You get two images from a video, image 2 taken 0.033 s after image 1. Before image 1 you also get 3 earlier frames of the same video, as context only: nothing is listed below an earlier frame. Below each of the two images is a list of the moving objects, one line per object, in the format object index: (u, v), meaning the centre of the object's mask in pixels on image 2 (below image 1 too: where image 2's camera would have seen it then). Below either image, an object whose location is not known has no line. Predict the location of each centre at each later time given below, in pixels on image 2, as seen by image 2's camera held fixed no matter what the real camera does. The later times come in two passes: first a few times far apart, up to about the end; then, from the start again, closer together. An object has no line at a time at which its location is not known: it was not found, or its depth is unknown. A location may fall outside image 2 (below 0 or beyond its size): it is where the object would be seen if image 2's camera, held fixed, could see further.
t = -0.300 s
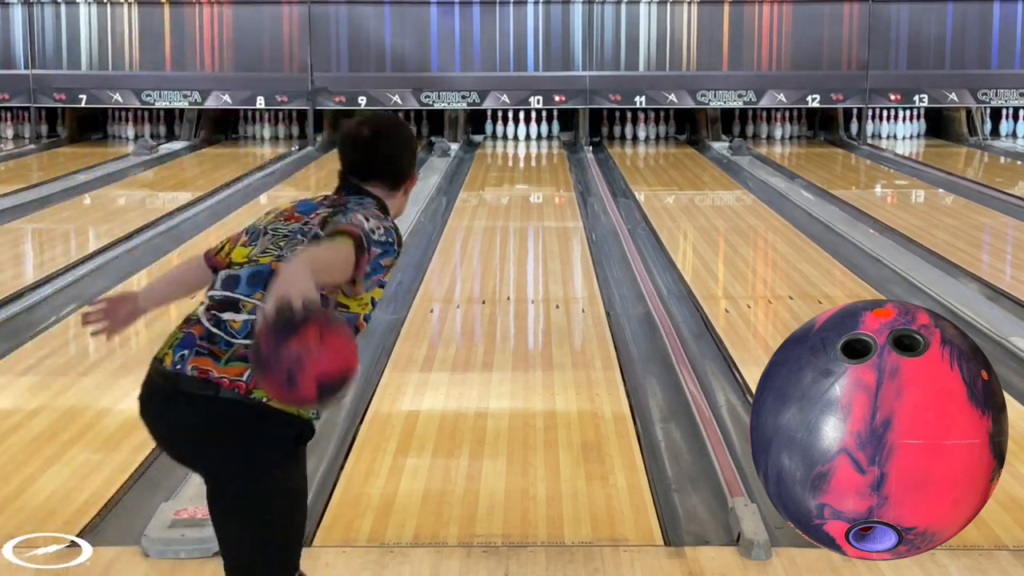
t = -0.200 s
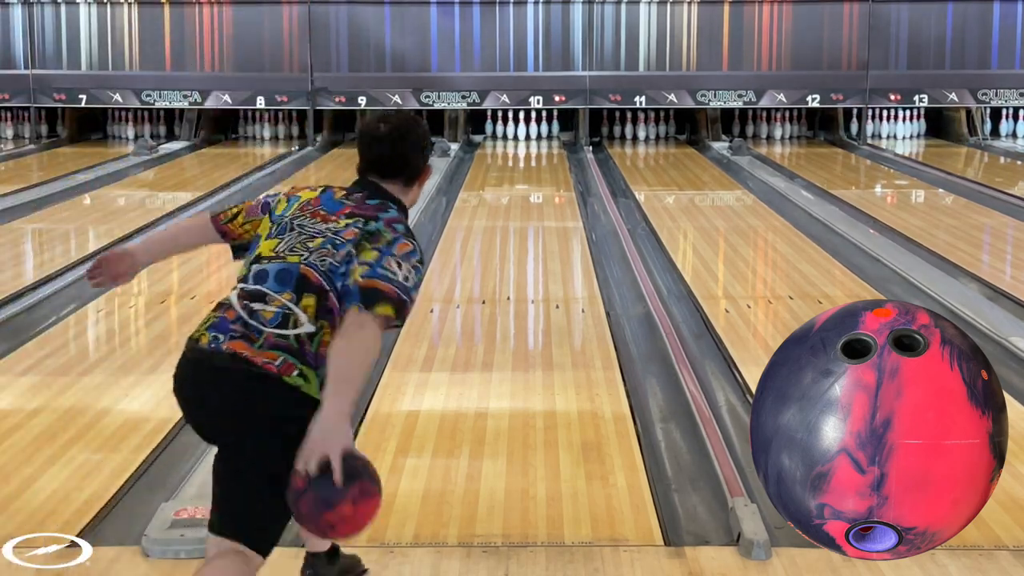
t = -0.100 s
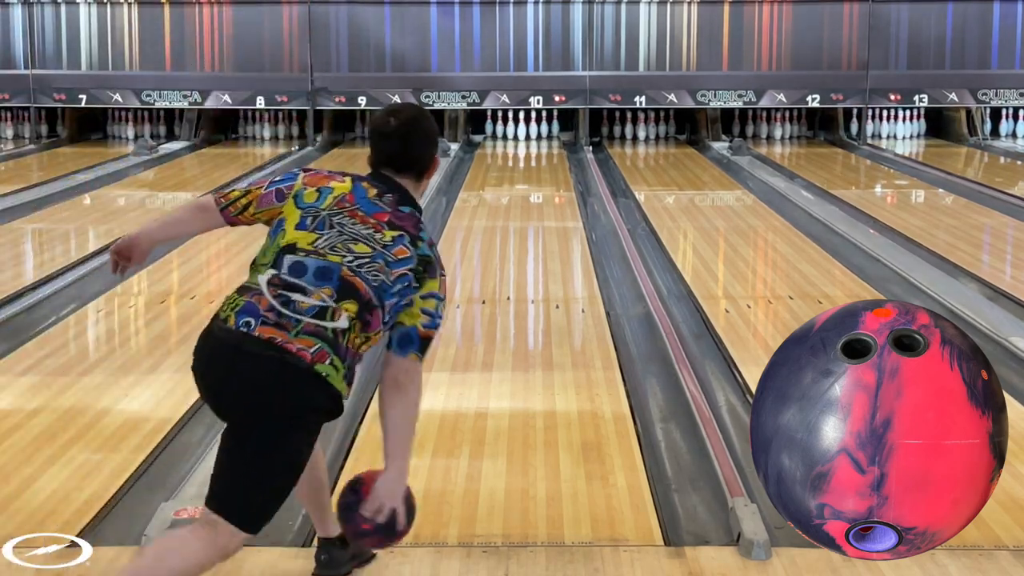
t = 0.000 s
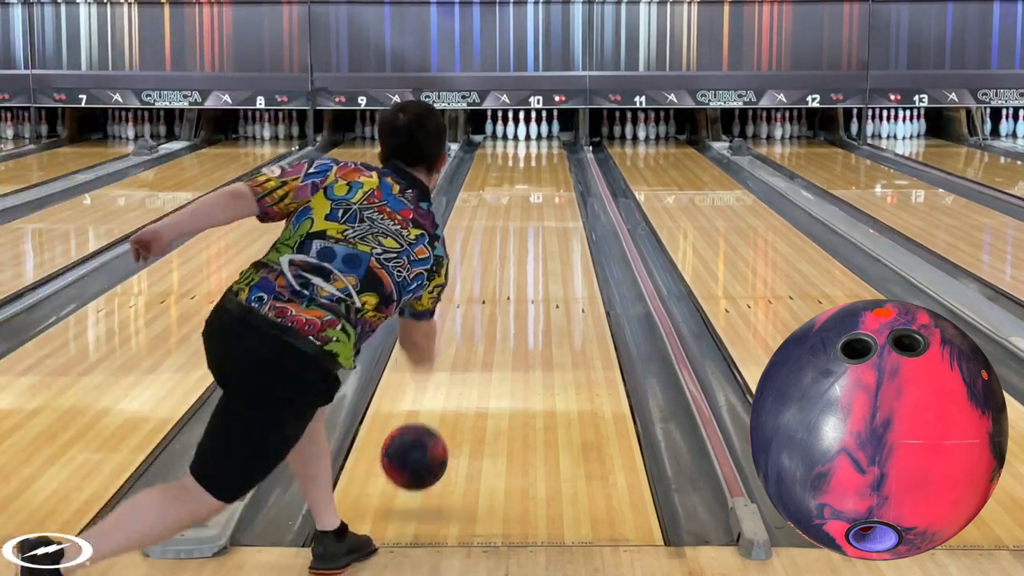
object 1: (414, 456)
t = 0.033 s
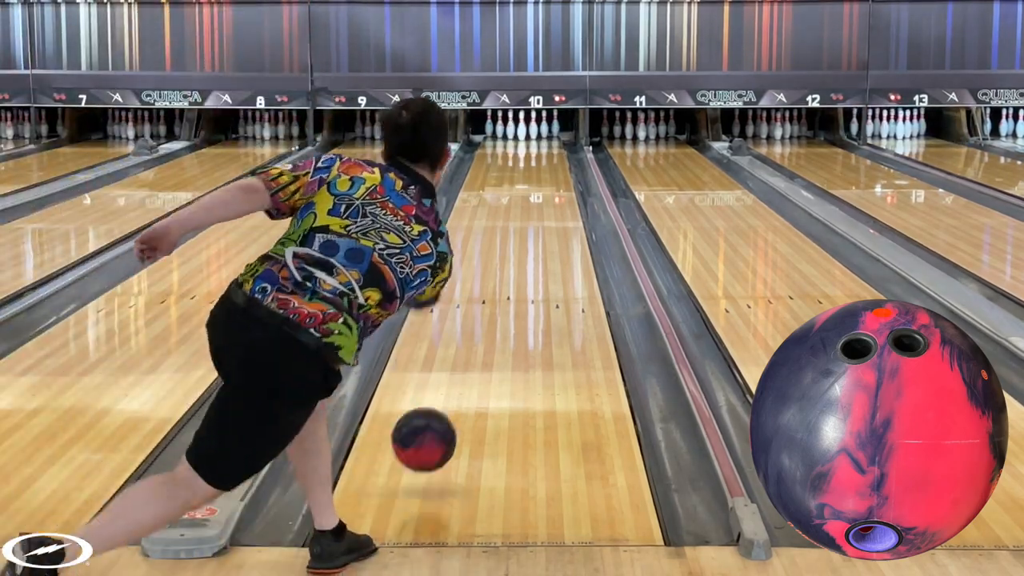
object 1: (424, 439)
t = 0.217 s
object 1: (464, 373)
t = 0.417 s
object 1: (492, 311)
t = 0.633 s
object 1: (512, 266)
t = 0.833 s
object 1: (524, 235)
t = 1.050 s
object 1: (534, 209)
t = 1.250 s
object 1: (539, 190)
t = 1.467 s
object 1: (544, 174)
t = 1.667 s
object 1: (545, 163)
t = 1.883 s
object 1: (544, 152)
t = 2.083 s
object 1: (539, 143)
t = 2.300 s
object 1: (532, 135)
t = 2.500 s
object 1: (527, 131)
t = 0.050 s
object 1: (428, 432)
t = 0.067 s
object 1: (433, 426)
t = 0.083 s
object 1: (437, 422)
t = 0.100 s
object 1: (441, 418)
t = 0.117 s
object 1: (445, 415)
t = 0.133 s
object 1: (449, 409)
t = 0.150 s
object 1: (452, 400)
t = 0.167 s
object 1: (455, 393)
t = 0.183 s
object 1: (458, 386)
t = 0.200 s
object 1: (462, 379)
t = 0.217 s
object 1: (464, 373)
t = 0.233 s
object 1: (467, 367)
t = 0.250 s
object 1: (470, 361)
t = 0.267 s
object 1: (473, 355)
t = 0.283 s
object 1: (475, 349)
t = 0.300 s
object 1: (477, 344)
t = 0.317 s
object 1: (480, 339)
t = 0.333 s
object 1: (482, 334)
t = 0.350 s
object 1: (484, 329)
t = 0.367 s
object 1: (486, 324)
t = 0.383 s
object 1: (488, 319)
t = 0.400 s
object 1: (490, 315)
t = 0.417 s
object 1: (492, 311)
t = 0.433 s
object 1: (494, 307)
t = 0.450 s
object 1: (496, 303)
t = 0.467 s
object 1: (497, 299)
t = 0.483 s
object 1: (499, 295)
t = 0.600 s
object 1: (509, 272)
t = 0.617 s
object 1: (511, 269)
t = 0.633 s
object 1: (512, 266)
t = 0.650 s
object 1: (513, 263)
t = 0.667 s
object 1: (514, 261)
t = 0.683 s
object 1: (515, 258)
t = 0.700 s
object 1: (516, 255)
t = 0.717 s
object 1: (518, 252)
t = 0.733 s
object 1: (519, 250)
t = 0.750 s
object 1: (520, 247)
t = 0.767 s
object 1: (521, 245)
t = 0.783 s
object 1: (522, 242)
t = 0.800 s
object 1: (522, 240)
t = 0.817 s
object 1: (523, 237)
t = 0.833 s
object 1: (524, 235)
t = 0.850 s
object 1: (525, 233)
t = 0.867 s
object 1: (526, 230)
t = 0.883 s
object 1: (527, 228)
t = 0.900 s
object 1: (528, 226)
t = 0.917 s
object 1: (528, 224)
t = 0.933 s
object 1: (529, 222)
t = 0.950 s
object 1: (529, 220)
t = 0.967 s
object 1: (530, 218)
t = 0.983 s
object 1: (531, 216)
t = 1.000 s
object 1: (532, 214)
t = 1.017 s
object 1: (533, 212)
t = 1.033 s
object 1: (533, 211)
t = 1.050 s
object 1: (534, 209)
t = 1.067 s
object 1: (534, 207)
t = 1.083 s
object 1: (535, 206)
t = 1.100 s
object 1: (535, 204)
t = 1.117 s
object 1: (536, 202)
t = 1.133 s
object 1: (536, 200)
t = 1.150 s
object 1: (537, 199)
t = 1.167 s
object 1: (538, 198)
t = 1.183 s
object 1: (538, 196)
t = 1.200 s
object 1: (538, 195)
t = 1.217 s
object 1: (539, 193)
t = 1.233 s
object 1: (539, 192)
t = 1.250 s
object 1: (539, 190)
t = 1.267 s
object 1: (540, 189)
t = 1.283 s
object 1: (540, 188)
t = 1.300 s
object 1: (541, 186)
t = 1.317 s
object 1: (541, 185)
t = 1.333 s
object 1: (541, 184)
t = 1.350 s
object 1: (542, 182)
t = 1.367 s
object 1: (542, 181)
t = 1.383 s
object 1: (542, 180)
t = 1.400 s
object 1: (542, 179)
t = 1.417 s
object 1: (543, 178)
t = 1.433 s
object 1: (543, 177)
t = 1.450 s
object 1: (543, 176)
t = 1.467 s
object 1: (544, 174)
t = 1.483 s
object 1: (544, 173)
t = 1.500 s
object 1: (544, 173)
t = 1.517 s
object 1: (544, 172)
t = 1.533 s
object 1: (545, 171)
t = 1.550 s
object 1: (545, 170)
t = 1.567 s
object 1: (545, 168)
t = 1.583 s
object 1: (545, 167)
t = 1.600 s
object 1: (545, 166)
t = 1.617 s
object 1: (545, 165)
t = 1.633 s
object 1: (545, 164)
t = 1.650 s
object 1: (545, 163)
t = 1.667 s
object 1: (545, 163)
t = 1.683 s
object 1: (545, 161)
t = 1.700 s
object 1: (545, 161)
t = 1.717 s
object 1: (545, 160)
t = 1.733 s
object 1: (545, 159)
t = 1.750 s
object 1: (545, 158)
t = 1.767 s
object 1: (545, 157)
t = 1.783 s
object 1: (546, 156)
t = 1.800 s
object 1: (545, 156)
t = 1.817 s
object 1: (544, 155)
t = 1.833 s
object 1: (544, 154)
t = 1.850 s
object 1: (544, 154)
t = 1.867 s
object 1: (544, 153)
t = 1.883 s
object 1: (544, 152)
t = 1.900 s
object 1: (543, 151)
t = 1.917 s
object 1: (543, 150)
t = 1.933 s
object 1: (544, 150)
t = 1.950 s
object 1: (542, 149)
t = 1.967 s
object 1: (542, 148)
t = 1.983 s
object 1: (543, 148)
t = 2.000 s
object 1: (542, 147)
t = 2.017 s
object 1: (540, 146)
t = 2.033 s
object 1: (540, 145)
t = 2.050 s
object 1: (540, 144)
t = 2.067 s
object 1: (540, 144)
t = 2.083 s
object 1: (539, 143)
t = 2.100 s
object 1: (539, 143)
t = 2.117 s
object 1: (538, 142)
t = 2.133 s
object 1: (538, 141)
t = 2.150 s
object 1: (537, 141)
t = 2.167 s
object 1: (536, 140)
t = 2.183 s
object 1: (536, 140)
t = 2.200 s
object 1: (535, 140)
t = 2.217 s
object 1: (535, 138)
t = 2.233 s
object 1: (534, 138)
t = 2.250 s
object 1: (533, 137)
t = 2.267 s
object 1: (533, 137)
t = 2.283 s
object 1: (531, 136)
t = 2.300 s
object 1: (532, 135)
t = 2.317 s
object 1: (531, 135)
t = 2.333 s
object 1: (530, 135)
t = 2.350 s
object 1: (530, 134)
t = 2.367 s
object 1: (529, 134)
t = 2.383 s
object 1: (527, 133)
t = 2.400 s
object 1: (528, 133)
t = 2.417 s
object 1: (528, 132)
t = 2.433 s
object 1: (529, 132)
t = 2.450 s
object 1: (529, 132)
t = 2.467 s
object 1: (527, 132)
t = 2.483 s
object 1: (527, 132)
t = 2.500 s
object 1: (527, 131)
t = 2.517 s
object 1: (526, 131)
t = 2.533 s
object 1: (527, 131)
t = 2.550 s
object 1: (527, 131)
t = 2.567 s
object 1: (527, 130)
